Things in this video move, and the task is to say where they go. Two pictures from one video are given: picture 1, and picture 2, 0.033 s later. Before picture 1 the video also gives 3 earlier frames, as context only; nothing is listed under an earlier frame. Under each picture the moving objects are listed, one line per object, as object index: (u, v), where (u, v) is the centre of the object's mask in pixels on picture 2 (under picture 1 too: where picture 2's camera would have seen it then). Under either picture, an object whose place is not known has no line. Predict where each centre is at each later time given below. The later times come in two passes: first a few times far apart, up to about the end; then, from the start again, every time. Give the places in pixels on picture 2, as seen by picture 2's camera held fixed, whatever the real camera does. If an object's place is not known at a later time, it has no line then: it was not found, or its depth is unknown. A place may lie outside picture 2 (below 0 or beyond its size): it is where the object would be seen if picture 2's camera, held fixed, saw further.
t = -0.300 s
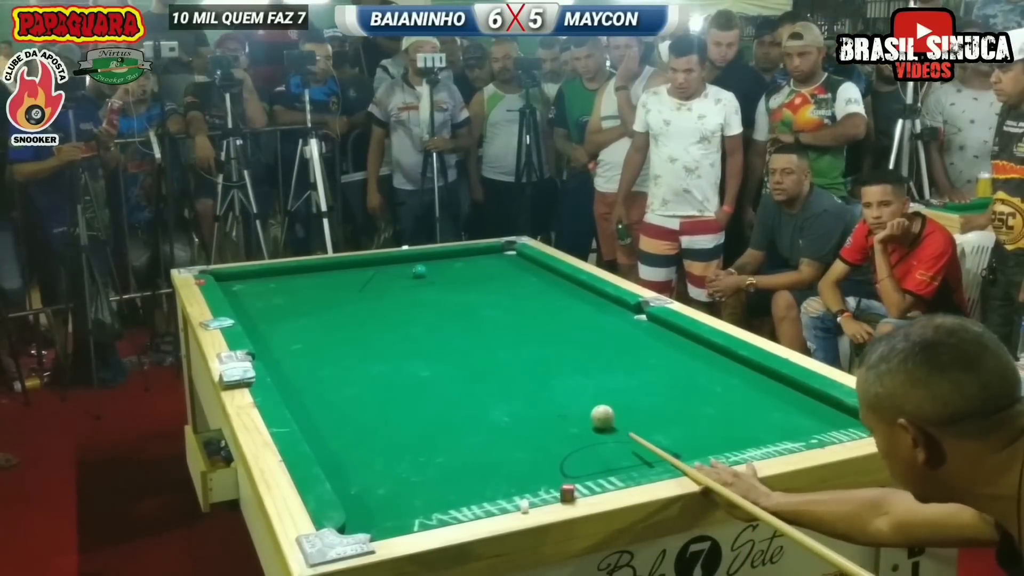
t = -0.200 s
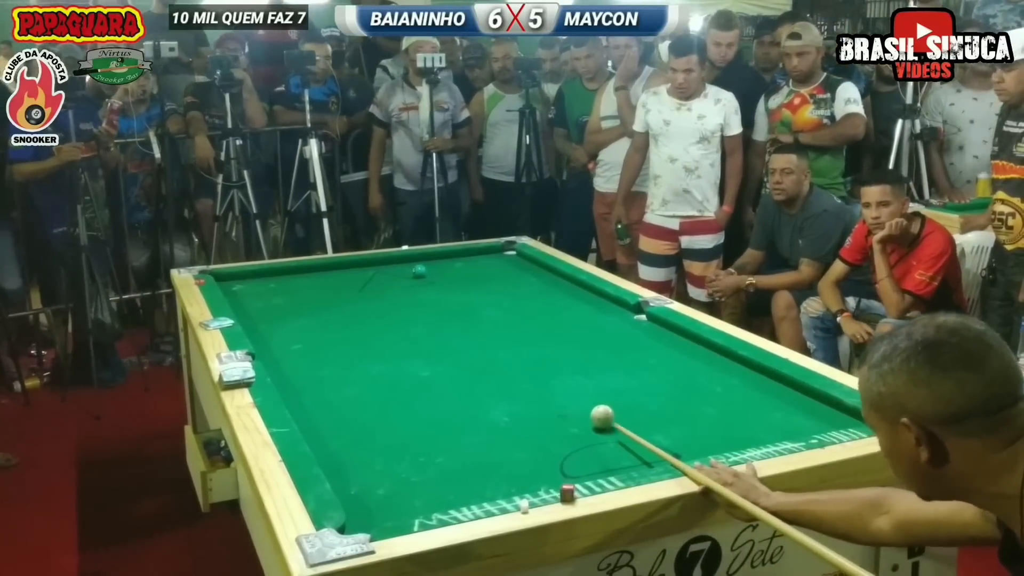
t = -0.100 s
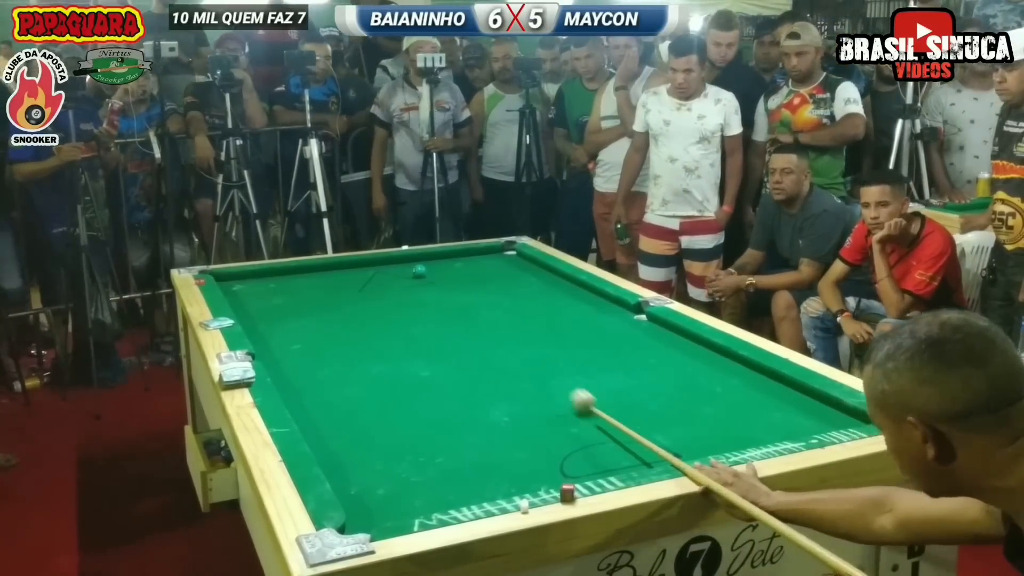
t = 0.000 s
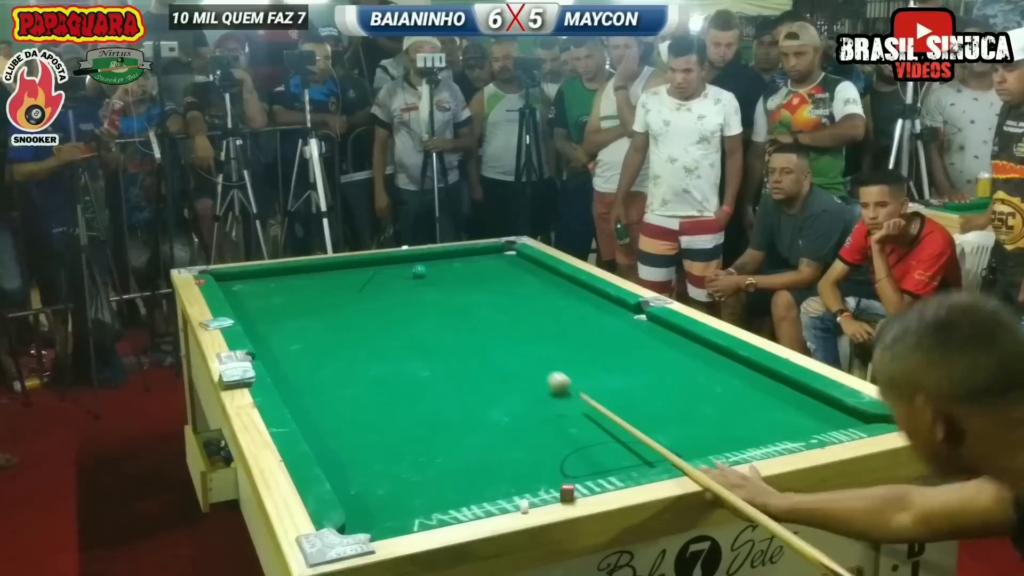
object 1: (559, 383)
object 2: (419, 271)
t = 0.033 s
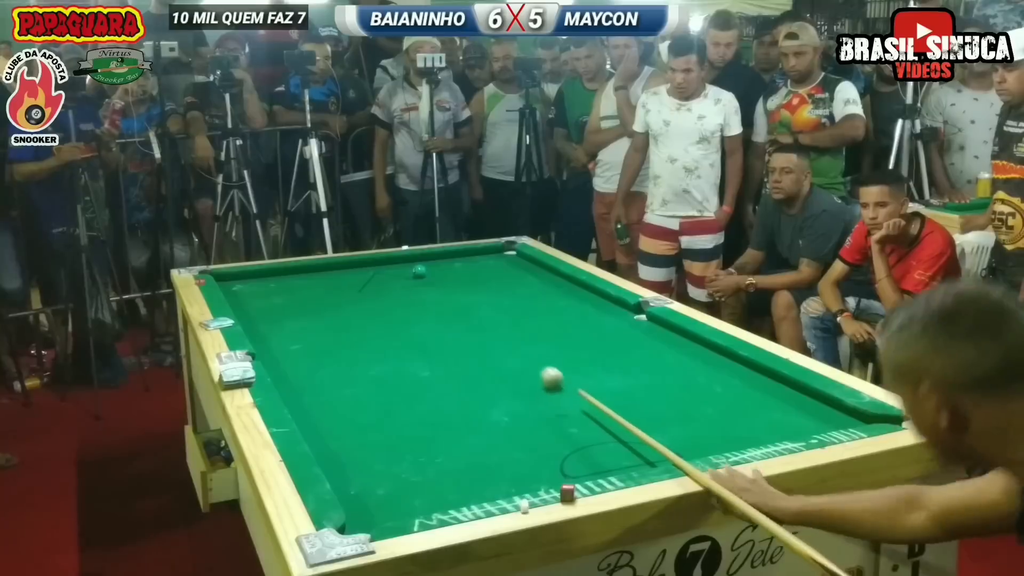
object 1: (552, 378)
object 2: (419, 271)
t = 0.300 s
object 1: (503, 341)
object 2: (419, 271)
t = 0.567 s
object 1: (464, 313)
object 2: (419, 271)
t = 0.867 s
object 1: (429, 287)
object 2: (419, 271)
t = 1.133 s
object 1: (398, 271)
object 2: (426, 268)
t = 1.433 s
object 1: (359, 265)
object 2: (447, 260)
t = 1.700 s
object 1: (349, 273)
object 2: (463, 253)
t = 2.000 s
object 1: (337, 283)
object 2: (481, 253)
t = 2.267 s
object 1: (327, 293)
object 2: (495, 254)
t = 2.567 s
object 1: (316, 303)
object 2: (509, 255)
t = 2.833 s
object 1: (307, 312)
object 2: (518, 256)
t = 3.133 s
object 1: (298, 323)
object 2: (516, 257)
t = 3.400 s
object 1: (289, 331)
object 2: (515, 257)
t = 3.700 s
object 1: (282, 341)
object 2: (515, 257)
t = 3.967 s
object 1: (275, 350)
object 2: (515, 256)
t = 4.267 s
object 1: (270, 358)
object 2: (515, 257)
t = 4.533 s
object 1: (274, 362)
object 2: (515, 257)
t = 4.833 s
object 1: (286, 361)
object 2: (515, 257)
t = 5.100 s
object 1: (295, 360)
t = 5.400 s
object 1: (301, 359)
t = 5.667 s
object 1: (303, 359)
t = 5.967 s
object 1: (302, 359)
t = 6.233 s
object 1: (302, 360)
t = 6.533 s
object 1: (303, 359)
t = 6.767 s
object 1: (303, 359)
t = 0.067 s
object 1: (545, 373)
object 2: (419, 271)
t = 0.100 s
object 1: (539, 368)
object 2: (419, 271)
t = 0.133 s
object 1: (532, 363)
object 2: (419, 271)
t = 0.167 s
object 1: (526, 358)
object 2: (419, 271)
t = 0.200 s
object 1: (520, 354)
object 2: (419, 271)
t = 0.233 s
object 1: (514, 350)
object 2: (419, 271)
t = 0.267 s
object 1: (508, 346)
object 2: (419, 271)
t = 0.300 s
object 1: (503, 341)
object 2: (419, 271)
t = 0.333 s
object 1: (497, 337)
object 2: (419, 271)
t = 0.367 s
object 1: (492, 334)
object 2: (419, 271)
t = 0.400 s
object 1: (487, 330)
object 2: (419, 271)
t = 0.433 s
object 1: (482, 326)
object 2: (419, 271)
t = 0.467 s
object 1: (477, 323)
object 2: (419, 271)
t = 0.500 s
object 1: (473, 319)
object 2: (419, 271)
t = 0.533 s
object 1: (468, 316)
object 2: (419, 271)
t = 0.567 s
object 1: (464, 313)
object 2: (419, 271)
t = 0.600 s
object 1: (459, 310)
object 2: (419, 271)
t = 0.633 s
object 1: (455, 307)
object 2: (419, 271)
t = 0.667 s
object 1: (451, 303)
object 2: (419, 271)
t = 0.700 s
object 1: (447, 301)
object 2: (419, 271)
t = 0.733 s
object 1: (444, 298)
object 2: (419, 271)
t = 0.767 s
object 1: (440, 295)
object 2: (419, 271)
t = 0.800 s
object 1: (436, 292)
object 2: (419, 271)
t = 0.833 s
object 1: (433, 290)
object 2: (419, 271)
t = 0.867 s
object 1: (429, 287)
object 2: (419, 271)
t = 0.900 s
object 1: (426, 285)
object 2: (419, 271)
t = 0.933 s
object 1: (422, 282)
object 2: (419, 270)
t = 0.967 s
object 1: (419, 280)
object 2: (419, 269)
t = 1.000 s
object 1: (416, 277)
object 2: (420, 268)
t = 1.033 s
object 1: (413, 275)
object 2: (421, 269)
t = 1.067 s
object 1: (409, 273)
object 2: (421, 270)
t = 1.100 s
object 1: (404, 272)
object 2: (424, 269)
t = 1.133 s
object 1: (398, 271)
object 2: (426, 268)
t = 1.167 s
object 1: (393, 270)
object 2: (429, 267)
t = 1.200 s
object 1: (388, 269)
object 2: (431, 266)
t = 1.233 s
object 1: (383, 268)
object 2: (433, 265)
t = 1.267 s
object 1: (378, 267)
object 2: (435, 264)
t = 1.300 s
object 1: (373, 265)
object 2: (438, 263)
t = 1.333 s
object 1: (368, 264)
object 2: (440, 262)
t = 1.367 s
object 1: (363, 263)
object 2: (442, 261)
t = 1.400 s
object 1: (360, 263)
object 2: (444, 261)
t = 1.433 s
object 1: (359, 265)
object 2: (447, 260)
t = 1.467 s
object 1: (358, 266)
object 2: (449, 259)
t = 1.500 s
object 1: (356, 267)
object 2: (451, 258)
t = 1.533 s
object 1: (355, 268)
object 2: (453, 257)
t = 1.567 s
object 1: (354, 269)
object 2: (455, 256)
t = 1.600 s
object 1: (352, 270)
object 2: (457, 256)
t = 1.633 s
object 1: (351, 271)
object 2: (459, 255)
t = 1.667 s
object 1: (350, 272)
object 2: (461, 254)
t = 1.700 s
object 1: (349, 273)
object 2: (463, 253)
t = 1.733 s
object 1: (347, 274)
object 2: (465, 253)
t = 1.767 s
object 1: (346, 276)
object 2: (467, 253)
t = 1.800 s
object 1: (345, 277)
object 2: (469, 253)
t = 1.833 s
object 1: (343, 278)
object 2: (471, 253)
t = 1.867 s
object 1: (342, 279)
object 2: (473, 253)
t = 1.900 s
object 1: (341, 280)
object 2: (475, 253)
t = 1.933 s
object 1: (339, 281)
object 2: (477, 253)
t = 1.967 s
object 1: (338, 282)
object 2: (479, 253)
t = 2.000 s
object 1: (337, 283)
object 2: (481, 253)
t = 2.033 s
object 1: (336, 284)
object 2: (483, 254)
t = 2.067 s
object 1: (334, 286)
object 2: (485, 254)
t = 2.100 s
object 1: (333, 287)
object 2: (487, 254)
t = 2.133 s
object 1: (332, 288)
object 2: (488, 254)
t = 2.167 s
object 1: (331, 289)
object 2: (490, 254)
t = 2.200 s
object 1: (330, 290)
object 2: (492, 254)
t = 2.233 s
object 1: (328, 291)
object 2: (493, 254)
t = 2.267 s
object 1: (327, 293)
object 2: (495, 254)
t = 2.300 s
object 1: (326, 294)
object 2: (497, 254)
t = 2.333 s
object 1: (325, 295)
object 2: (498, 254)
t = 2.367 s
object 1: (323, 296)
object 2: (500, 254)
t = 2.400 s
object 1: (322, 297)
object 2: (501, 254)
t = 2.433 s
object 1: (321, 298)
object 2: (503, 254)
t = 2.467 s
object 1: (320, 299)
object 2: (505, 255)
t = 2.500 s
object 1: (319, 301)
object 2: (506, 255)
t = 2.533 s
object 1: (318, 302)
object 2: (508, 255)
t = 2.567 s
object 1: (316, 303)
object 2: (509, 255)
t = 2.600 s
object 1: (315, 304)
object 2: (510, 255)
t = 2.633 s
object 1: (314, 305)
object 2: (511, 255)
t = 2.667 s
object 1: (313, 306)
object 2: (512, 255)
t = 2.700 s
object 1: (312, 308)
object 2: (514, 255)
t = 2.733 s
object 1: (311, 308)
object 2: (515, 255)
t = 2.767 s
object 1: (309, 310)
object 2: (517, 255)
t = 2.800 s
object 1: (309, 311)
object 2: (518, 256)
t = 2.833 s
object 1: (307, 312)
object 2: (518, 256)
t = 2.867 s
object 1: (306, 313)
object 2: (517, 256)
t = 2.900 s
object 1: (305, 314)
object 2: (517, 256)
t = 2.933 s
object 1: (304, 316)
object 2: (517, 256)
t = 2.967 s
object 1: (303, 317)
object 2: (517, 256)
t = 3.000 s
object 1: (302, 318)
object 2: (517, 256)
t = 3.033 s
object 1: (301, 319)
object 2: (517, 257)
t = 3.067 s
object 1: (300, 320)
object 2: (516, 257)
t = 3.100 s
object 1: (299, 321)
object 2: (516, 257)
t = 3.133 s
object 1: (298, 323)
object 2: (516, 257)
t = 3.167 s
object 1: (297, 323)
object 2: (516, 257)
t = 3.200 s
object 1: (296, 325)
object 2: (516, 257)
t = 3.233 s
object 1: (295, 326)
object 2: (516, 257)
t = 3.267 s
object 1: (293, 327)
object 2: (515, 257)
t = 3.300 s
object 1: (293, 328)
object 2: (515, 257)
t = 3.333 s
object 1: (292, 329)
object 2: (515, 257)
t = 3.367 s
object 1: (291, 330)
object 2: (515, 257)
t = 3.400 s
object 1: (289, 331)
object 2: (515, 257)
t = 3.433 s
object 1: (289, 332)
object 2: (515, 257)
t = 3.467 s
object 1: (288, 334)
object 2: (515, 257)
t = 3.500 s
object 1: (287, 335)
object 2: (515, 257)
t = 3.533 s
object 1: (286, 336)
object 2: (515, 257)
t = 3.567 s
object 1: (285, 337)
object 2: (515, 257)
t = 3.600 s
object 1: (284, 338)
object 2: (515, 257)
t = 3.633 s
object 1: (283, 339)
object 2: (515, 257)
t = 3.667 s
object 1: (282, 340)
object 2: (515, 257)
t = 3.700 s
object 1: (282, 341)
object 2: (515, 257)
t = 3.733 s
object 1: (281, 342)
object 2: (515, 257)
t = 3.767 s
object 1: (280, 343)
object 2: (515, 257)
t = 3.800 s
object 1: (279, 344)
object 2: (515, 257)
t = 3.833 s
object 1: (278, 345)
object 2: (515, 257)
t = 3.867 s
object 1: (277, 347)
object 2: (515, 257)
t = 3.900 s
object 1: (276, 348)
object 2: (515, 257)
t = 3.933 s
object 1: (276, 349)
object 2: (515, 257)
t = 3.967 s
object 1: (275, 350)
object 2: (515, 256)
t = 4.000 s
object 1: (274, 351)
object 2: (515, 256)
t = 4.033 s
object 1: (273, 352)
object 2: (515, 256)
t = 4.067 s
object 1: (273, 353)
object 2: (515, 257)
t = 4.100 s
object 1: (272, 354)
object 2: (515, 256)
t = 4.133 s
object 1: (272, 354)
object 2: (515, 257)
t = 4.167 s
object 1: (271, 356)
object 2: (515, 256)
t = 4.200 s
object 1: (271, 357)
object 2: (515, 257)
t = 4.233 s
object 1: (270, 357)
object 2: (515, 257)
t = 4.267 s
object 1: (270, 358)
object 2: (515, 257)
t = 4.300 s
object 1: (269, 359)
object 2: (515, 257)
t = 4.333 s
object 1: (269, 360)
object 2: (515, 257)
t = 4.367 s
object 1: (269, 360)
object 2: (515, 257)
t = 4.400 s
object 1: (268, 361)
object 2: (515, 257)
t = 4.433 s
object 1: (269, 361)
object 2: (515, 257)
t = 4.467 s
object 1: (271, 362)
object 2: (515, 257)
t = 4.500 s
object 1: (272, 362)
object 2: (515, 257)
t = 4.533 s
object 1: (274, 362)
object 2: (515, 257)
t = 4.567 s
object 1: (275, 362)
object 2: (515, 257)
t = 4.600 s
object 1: (276, 362)
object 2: (515, 257)
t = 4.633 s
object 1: (278, 362)
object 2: (515, 257)
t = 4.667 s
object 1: (279, 362)
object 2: (515, 257)
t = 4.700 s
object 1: (281, 361)
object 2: (515, 257)
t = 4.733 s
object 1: (282, 361)
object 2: (515, 257)
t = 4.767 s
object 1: (284, 361)
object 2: (515, 257)
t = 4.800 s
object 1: (285, 361)
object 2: (515, 257)
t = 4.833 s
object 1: (286, 361)
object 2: (515, 257)
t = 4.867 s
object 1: (288, 361)
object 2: (515, 257)
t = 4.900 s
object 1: (289, 360)
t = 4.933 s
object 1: (290, 360)
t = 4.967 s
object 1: (291, 360)
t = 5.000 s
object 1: (293, 360)
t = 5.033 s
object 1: (293, 360)
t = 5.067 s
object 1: (294, 360)
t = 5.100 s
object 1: (295, 360)
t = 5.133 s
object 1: (296, 360)
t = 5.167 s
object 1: (297, 360)
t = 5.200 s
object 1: (298, 359)
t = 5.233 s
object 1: (298, 359)
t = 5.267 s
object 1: (299, 359)
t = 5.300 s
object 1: (300, 359)
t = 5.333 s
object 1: (300, 360)
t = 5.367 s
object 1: (301, 359)
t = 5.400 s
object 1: (301, 359)
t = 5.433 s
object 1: (302, 359)
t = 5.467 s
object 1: (302, 359)
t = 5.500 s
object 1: (302, 359)
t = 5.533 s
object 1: (302, 359)
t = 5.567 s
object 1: (303, 359)
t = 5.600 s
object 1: (303, 359)
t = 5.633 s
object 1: (303, 359)
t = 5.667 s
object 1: (303, 359)
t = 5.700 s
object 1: (303, 359)
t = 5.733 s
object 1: (303, 359)
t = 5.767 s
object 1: (303, 359)
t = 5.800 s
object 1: (303, 359)
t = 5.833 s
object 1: (303, 359)
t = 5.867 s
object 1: (302, 359)
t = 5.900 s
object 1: (302, 359)
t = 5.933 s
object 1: (302, 359)
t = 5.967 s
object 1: (302, 359)
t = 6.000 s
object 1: (302, 359)
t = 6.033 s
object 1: (302, 359)
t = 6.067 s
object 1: (302, 359)
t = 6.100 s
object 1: (302, 359)
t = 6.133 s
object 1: (302, 359)
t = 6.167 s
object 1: (302, 359)
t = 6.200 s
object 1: (303, 359)
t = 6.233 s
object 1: (302, 360)
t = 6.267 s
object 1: (303, 359)
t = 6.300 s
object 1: (303, 359)
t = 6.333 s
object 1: (302, 360)
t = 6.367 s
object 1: (303, 359)
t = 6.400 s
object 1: (303, 359)
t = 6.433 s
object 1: (303, 359)
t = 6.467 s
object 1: (303, 359)
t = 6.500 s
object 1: (303, 359)
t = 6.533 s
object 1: (303, 359)
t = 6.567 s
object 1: (303, 359)
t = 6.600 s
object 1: (303, 359)
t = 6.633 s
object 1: (302, 359)
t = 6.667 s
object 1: (303, 359)
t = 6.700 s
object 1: (303, 359)
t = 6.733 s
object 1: (303, 359)
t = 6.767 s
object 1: (303, 359)
